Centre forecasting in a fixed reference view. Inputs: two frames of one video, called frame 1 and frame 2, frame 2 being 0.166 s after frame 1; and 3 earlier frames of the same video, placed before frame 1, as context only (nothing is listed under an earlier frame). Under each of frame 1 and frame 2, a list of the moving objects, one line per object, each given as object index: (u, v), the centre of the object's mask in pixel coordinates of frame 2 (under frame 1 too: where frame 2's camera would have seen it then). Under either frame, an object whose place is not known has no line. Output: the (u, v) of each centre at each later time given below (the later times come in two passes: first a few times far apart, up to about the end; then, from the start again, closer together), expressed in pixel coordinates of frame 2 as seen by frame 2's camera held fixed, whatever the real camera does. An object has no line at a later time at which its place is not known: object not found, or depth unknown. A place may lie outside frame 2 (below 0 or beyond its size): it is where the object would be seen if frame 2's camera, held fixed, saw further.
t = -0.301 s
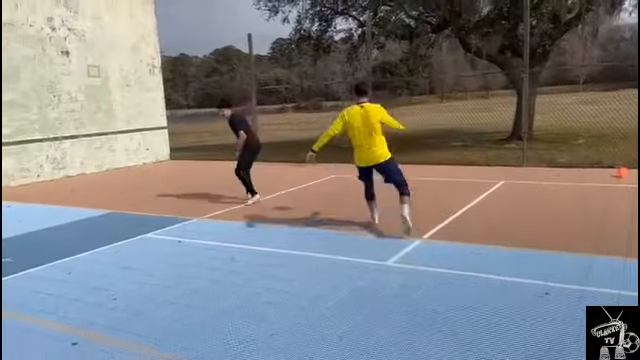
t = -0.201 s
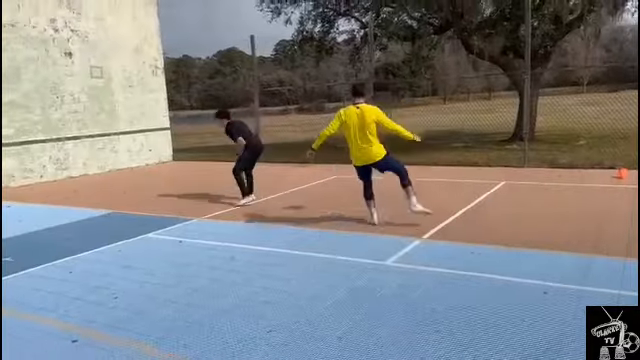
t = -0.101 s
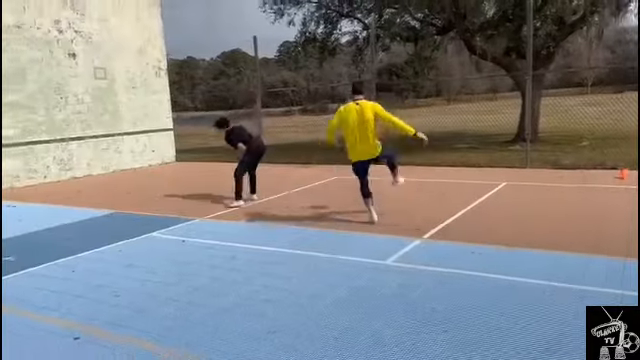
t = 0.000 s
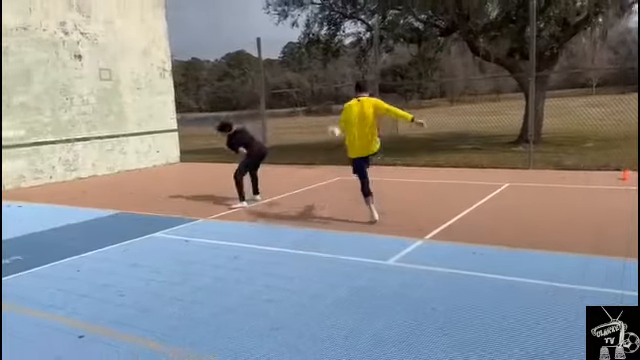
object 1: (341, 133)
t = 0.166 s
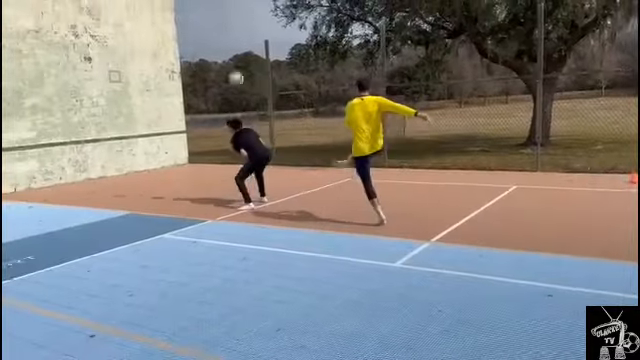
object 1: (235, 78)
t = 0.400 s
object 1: (117, 44)
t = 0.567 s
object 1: (52, 44)
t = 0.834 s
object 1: (-22, 68)
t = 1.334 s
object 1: (109, 140)
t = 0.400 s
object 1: (117, 44)
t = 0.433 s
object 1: (103, 42)
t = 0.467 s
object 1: (90, 41)
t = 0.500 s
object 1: (76, 42)
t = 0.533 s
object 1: (63, 42)
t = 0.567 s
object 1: (52, 44)
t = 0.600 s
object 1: (40, 45)
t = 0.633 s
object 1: (28, 47)
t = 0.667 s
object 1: (18, 50)
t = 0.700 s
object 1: (7, 53)
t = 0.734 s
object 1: (-2, 57)
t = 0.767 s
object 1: (-12, 62)
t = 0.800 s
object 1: (-22, 66)
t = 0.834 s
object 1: (-22, 68)
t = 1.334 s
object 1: (109, 140)
